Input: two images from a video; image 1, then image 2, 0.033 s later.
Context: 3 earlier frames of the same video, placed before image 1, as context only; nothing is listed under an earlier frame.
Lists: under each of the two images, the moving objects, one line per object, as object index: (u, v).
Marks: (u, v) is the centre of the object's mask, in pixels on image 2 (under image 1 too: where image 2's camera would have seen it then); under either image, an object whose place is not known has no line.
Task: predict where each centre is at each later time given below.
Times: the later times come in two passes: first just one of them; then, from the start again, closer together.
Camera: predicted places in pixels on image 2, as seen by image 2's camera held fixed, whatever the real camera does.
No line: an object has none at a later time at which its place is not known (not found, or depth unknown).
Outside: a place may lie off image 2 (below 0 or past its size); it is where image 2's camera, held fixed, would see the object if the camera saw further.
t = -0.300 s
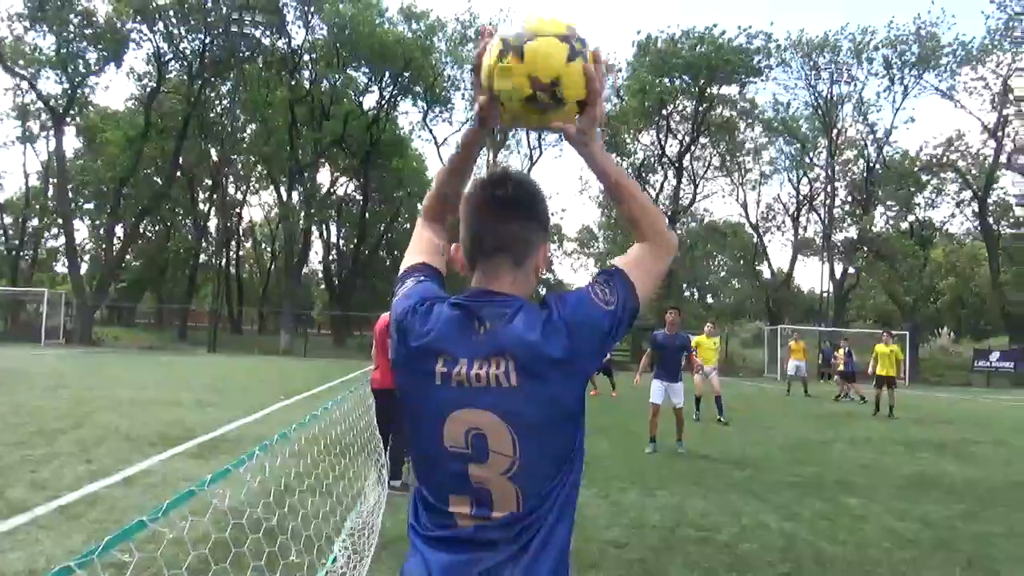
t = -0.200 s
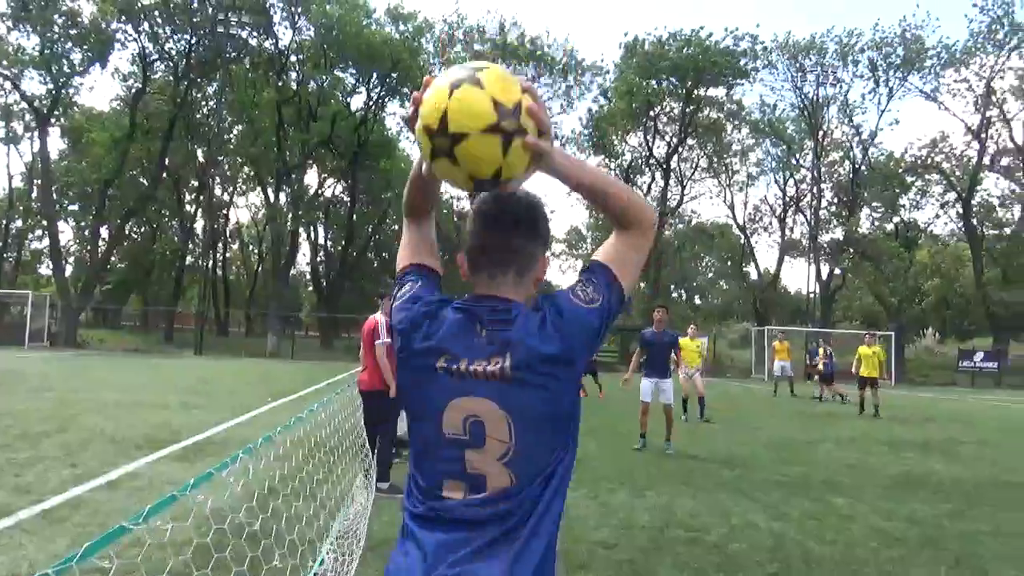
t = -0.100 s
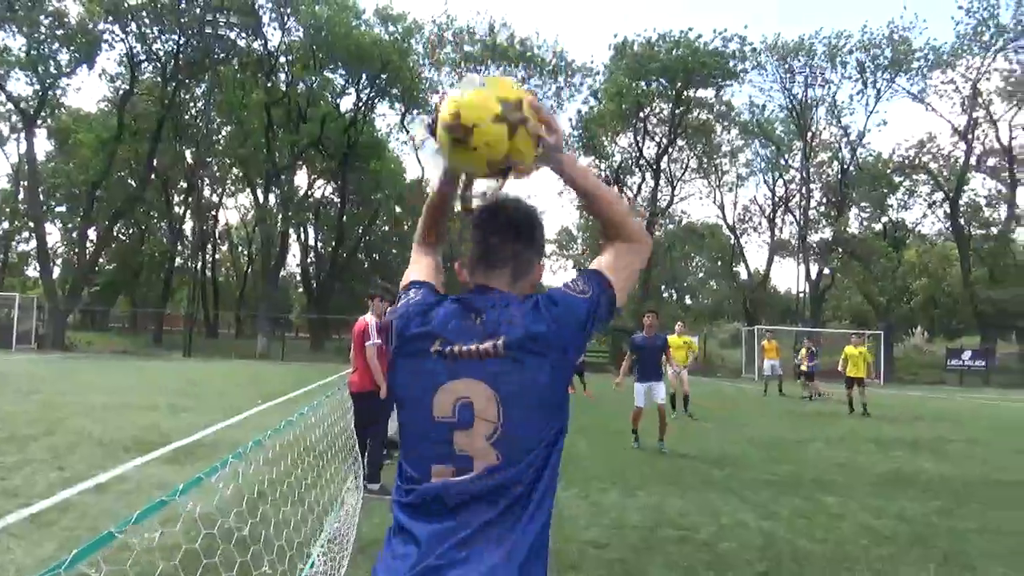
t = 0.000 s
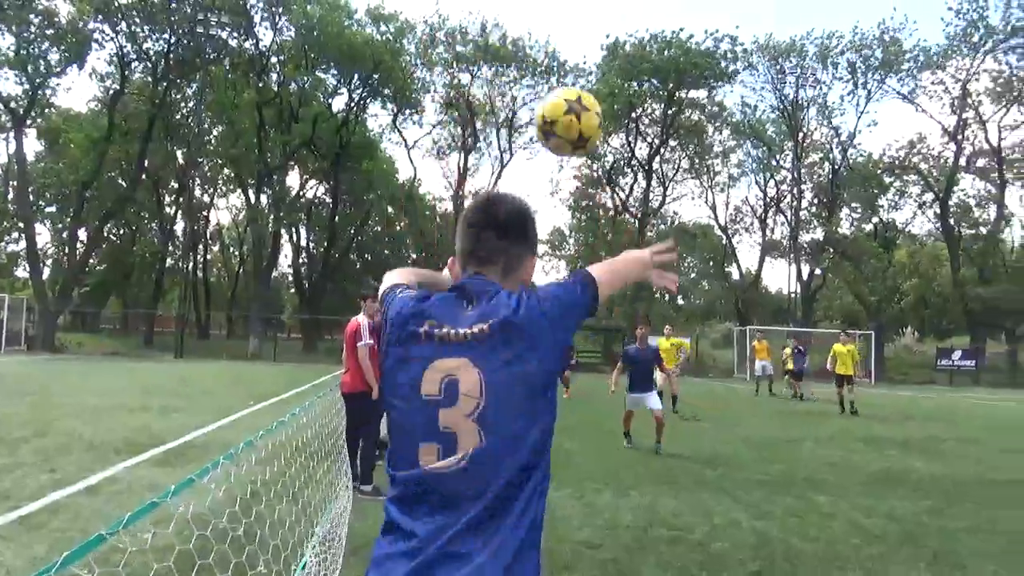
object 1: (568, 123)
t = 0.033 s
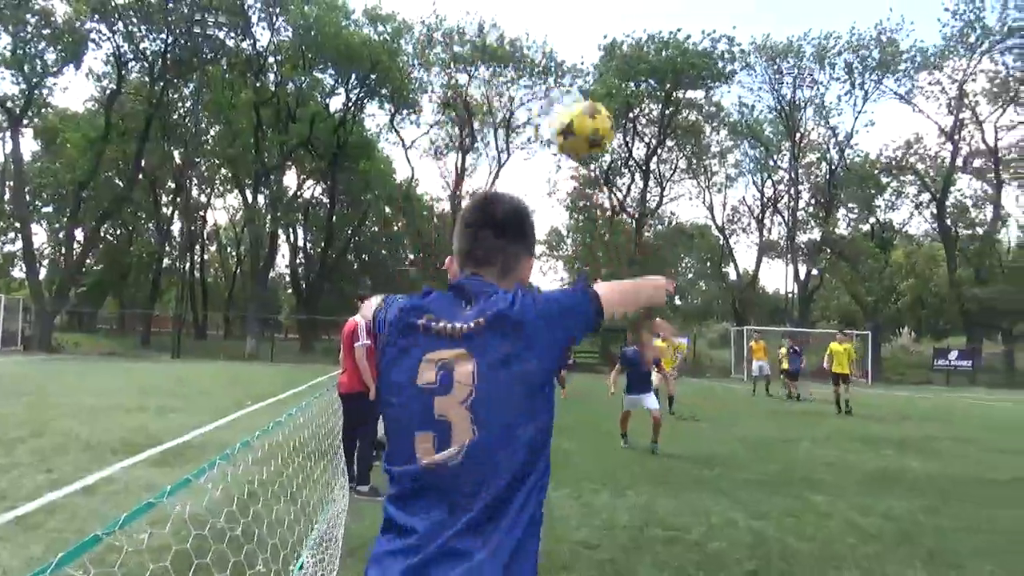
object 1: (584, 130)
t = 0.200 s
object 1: (634, 186)
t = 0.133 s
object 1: (620, 166)
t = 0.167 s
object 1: (629, 179)
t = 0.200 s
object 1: (634, 186)
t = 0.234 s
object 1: (643, 201)
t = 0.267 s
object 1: (649, 212)
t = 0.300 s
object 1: (654, 224)
